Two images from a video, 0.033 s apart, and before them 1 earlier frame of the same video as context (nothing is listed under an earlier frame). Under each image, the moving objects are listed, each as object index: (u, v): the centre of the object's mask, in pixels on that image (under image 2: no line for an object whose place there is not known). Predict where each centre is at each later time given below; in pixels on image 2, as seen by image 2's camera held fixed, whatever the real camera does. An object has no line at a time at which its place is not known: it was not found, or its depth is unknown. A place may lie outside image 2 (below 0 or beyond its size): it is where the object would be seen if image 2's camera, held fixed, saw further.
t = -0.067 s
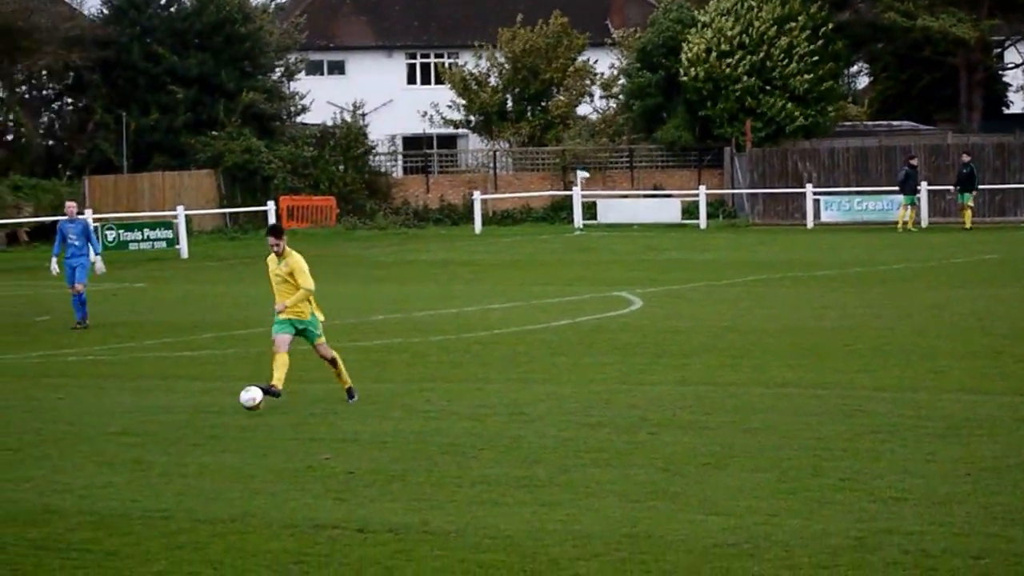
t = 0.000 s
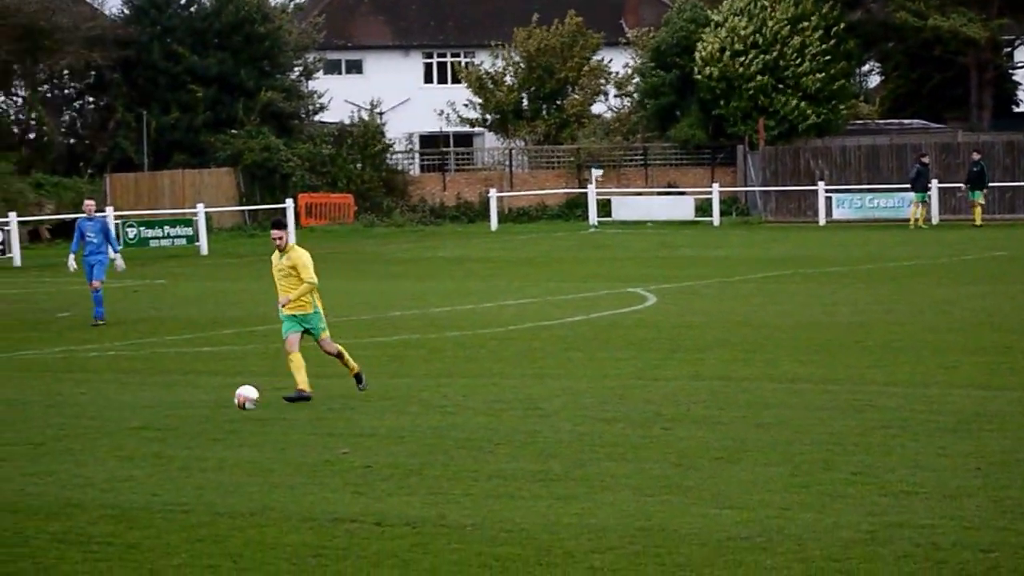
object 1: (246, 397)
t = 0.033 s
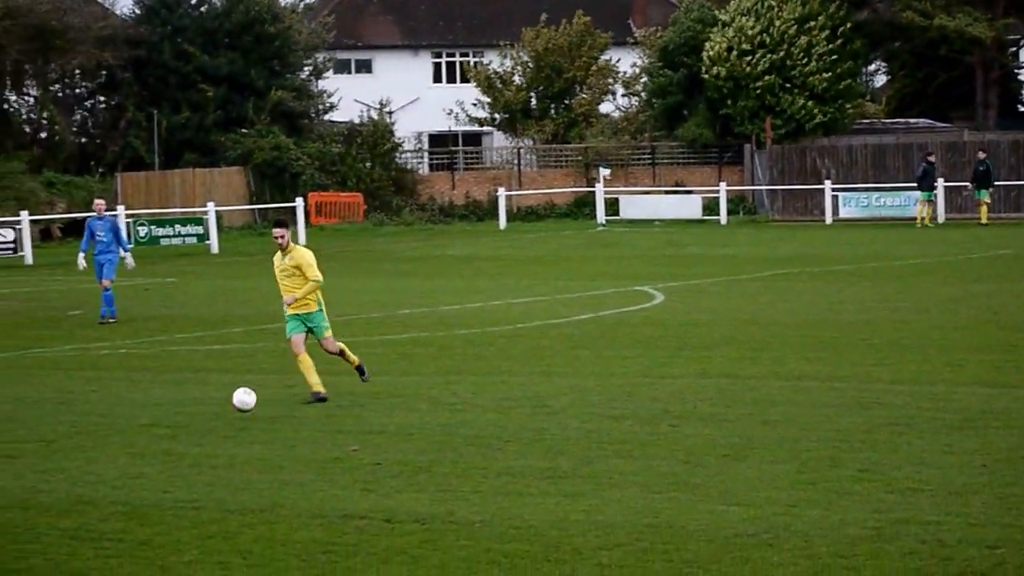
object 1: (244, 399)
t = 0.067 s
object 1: (231, 406)
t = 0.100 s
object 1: (218, 414)
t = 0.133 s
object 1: (203, 425)
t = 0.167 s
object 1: (191, 431)
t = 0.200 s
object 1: (179, 428)
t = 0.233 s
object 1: (167, 427)
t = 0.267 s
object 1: (153, 428)
